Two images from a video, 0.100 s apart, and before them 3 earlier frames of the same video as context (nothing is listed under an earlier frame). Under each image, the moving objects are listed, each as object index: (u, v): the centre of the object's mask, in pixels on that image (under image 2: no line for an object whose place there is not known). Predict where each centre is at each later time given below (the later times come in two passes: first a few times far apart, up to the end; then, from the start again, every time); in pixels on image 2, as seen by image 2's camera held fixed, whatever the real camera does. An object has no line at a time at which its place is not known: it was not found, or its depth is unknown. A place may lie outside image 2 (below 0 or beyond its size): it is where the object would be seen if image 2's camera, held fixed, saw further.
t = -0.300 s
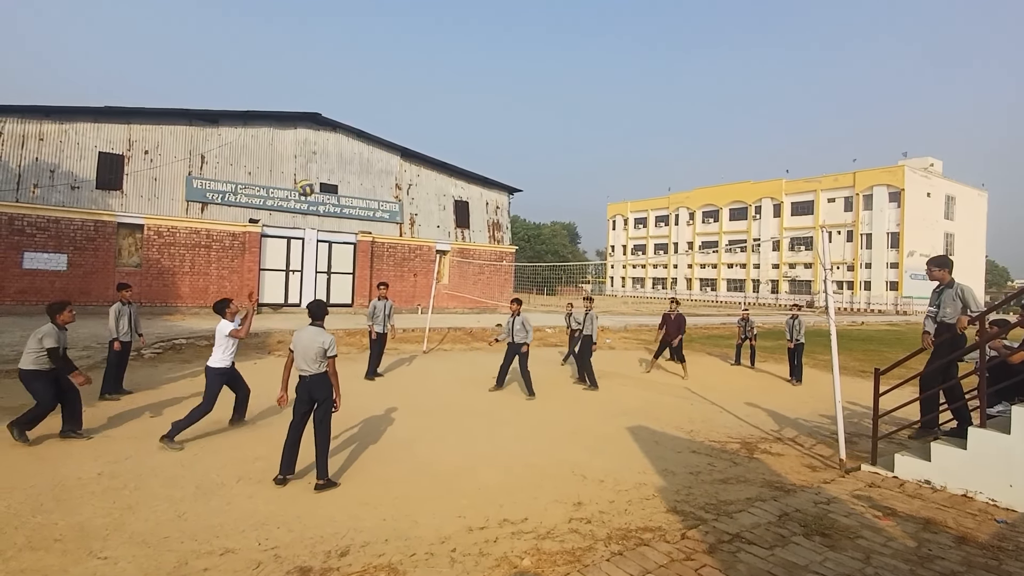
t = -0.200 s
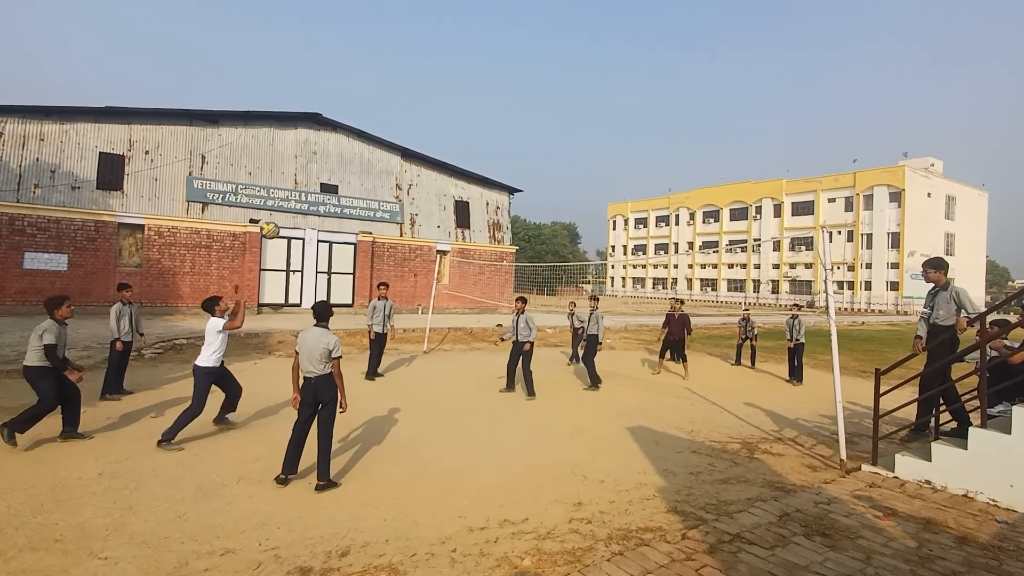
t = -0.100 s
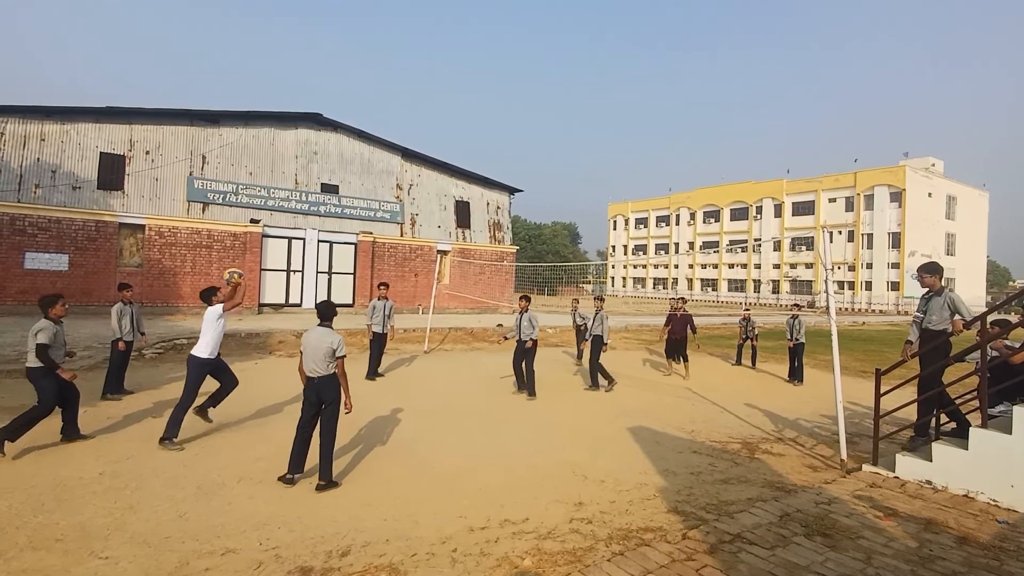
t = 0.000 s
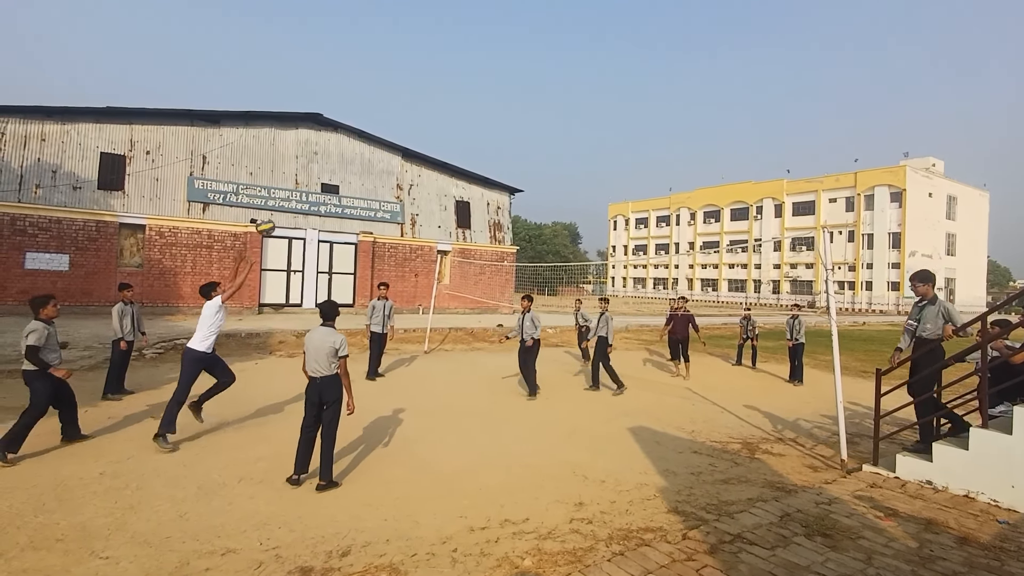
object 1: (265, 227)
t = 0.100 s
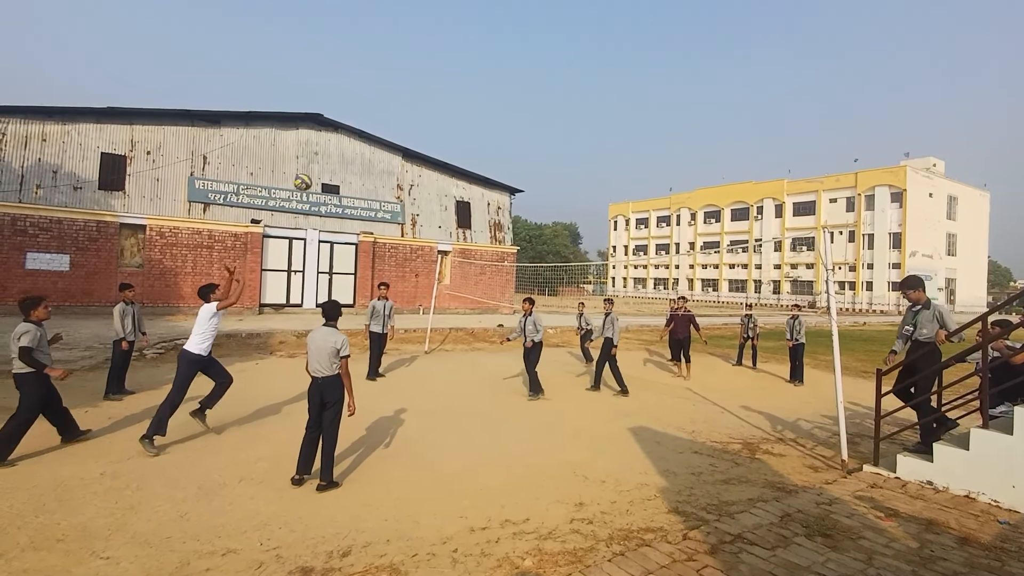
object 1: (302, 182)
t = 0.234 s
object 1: (346, 140)
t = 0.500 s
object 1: (416, 106)
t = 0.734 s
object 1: (464, 118)
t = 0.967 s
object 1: (502, 159)
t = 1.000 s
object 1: (506, 167)
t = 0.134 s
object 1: (314, 170)
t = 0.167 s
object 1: (325, 159)
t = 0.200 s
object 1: (335, 149)
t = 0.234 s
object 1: (346, 140)
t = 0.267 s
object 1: (355, 132)
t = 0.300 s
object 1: (365, 126)
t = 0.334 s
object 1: (374, 120)
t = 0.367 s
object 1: (383, 116)
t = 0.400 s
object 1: (391, 112)
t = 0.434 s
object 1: (400, 109)
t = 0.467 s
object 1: (408, 107)
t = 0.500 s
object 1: (416, 106)
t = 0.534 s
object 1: (423, 105)
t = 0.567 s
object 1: (431, 105)
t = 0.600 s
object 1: (438, 106)
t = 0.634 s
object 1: (444, 108)
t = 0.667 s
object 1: (451, 111)
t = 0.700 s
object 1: (457, 113)
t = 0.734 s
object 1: (464, 118)
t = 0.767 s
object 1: (470, 122)
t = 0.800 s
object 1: (475, 127)
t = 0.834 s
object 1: (481, 132)
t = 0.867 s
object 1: (486, 138)
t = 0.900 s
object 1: (492, 145)
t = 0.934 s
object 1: (497, 152)
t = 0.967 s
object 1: (502, 159)
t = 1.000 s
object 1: (506, 167)
